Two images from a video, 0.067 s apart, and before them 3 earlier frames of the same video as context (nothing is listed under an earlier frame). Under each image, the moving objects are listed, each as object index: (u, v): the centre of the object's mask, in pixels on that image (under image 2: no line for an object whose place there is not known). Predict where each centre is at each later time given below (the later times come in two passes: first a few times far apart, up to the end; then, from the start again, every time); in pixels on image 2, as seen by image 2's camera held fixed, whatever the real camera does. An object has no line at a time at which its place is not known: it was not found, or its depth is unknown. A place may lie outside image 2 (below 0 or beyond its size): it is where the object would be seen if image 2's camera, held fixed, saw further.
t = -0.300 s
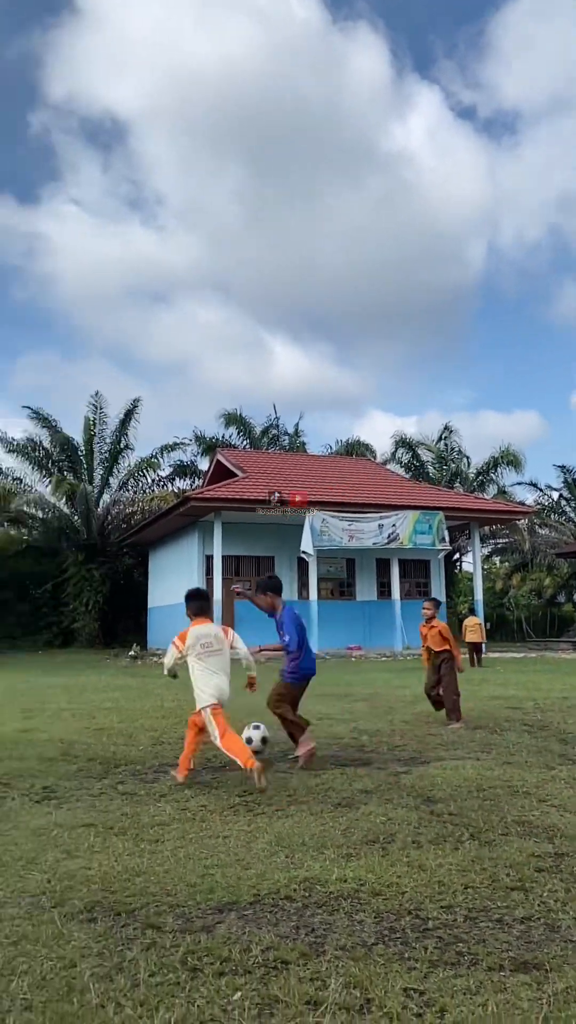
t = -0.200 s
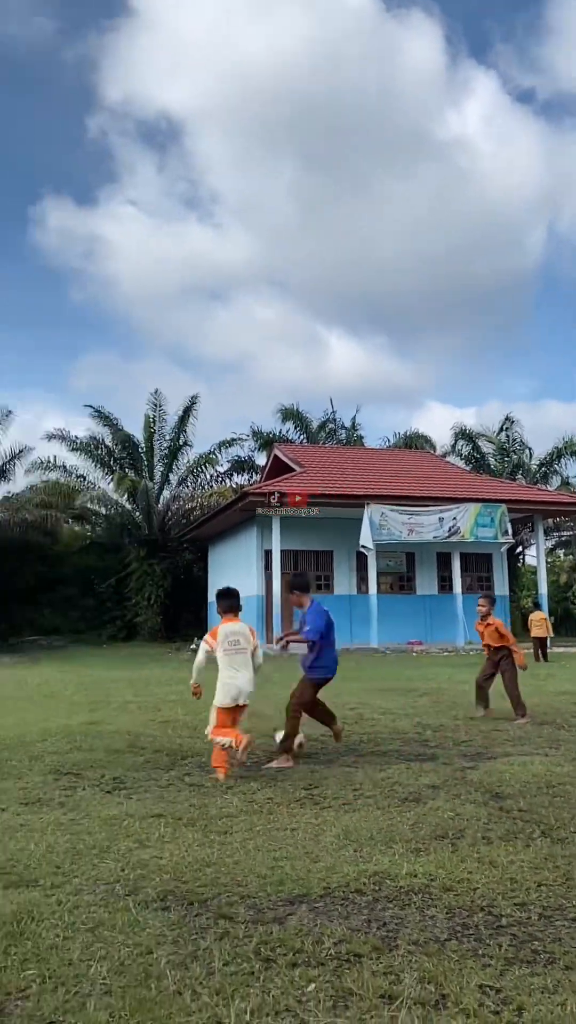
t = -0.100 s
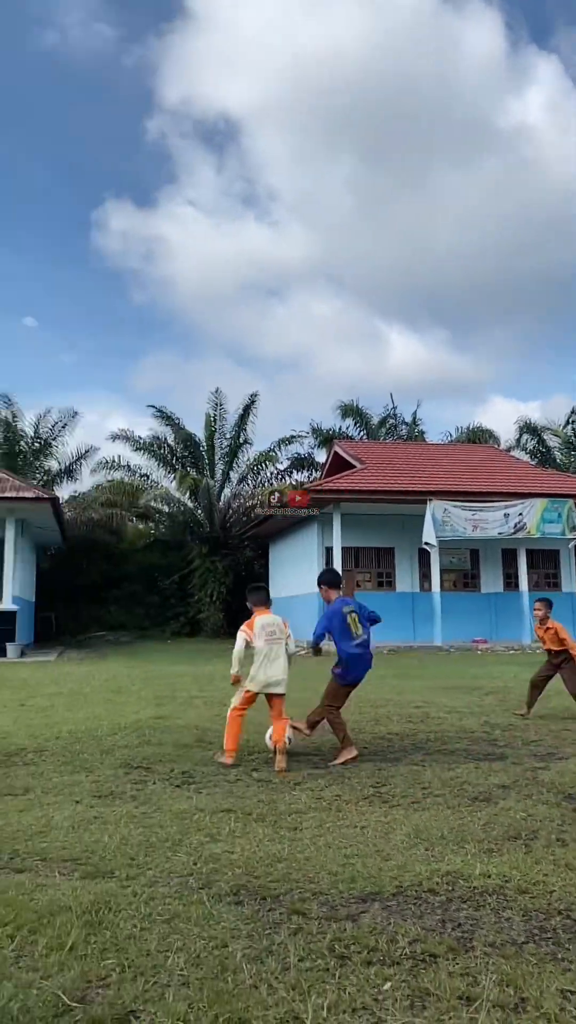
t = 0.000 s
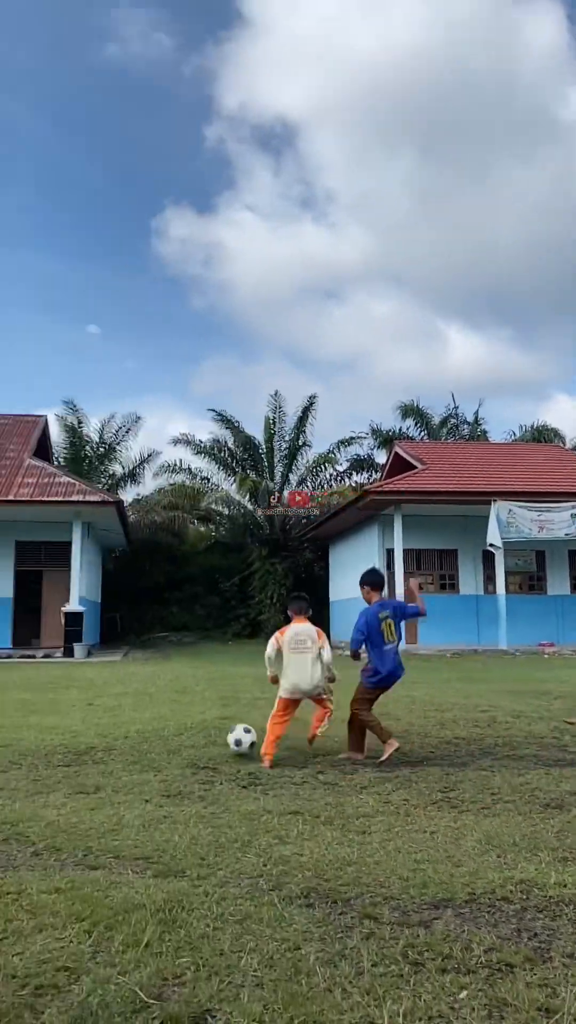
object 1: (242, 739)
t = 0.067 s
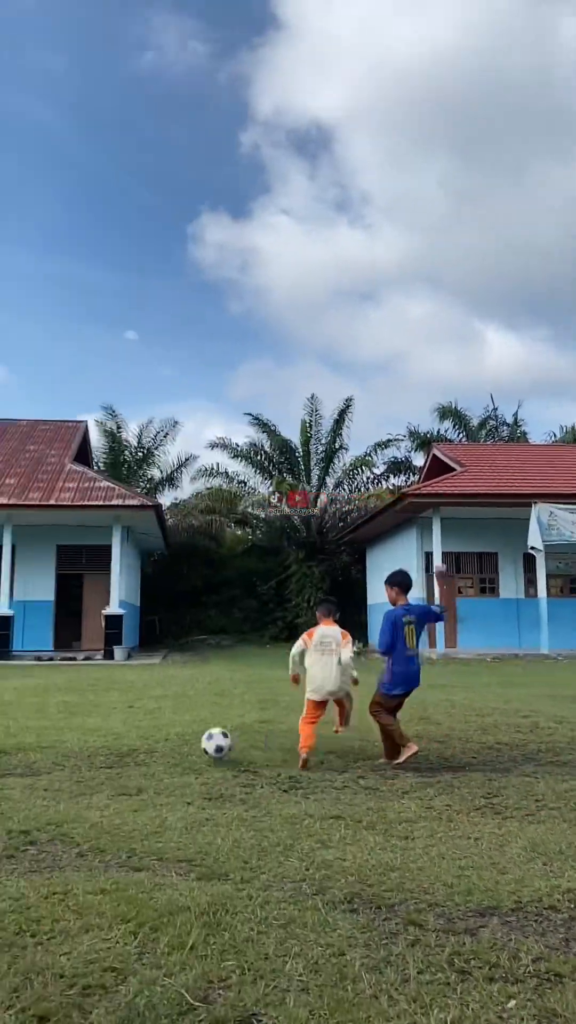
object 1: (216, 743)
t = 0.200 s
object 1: (98, 746)
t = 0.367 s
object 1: (-25, 749)
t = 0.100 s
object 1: (183, 746)
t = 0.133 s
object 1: (150, 752)
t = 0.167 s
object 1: (123, 750)
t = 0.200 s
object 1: (98, 746)
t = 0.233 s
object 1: (74, 742)
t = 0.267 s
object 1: (48, 742)
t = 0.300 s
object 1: (24, 743)
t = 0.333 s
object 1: (0, 746)
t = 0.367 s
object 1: (-25, 749)
